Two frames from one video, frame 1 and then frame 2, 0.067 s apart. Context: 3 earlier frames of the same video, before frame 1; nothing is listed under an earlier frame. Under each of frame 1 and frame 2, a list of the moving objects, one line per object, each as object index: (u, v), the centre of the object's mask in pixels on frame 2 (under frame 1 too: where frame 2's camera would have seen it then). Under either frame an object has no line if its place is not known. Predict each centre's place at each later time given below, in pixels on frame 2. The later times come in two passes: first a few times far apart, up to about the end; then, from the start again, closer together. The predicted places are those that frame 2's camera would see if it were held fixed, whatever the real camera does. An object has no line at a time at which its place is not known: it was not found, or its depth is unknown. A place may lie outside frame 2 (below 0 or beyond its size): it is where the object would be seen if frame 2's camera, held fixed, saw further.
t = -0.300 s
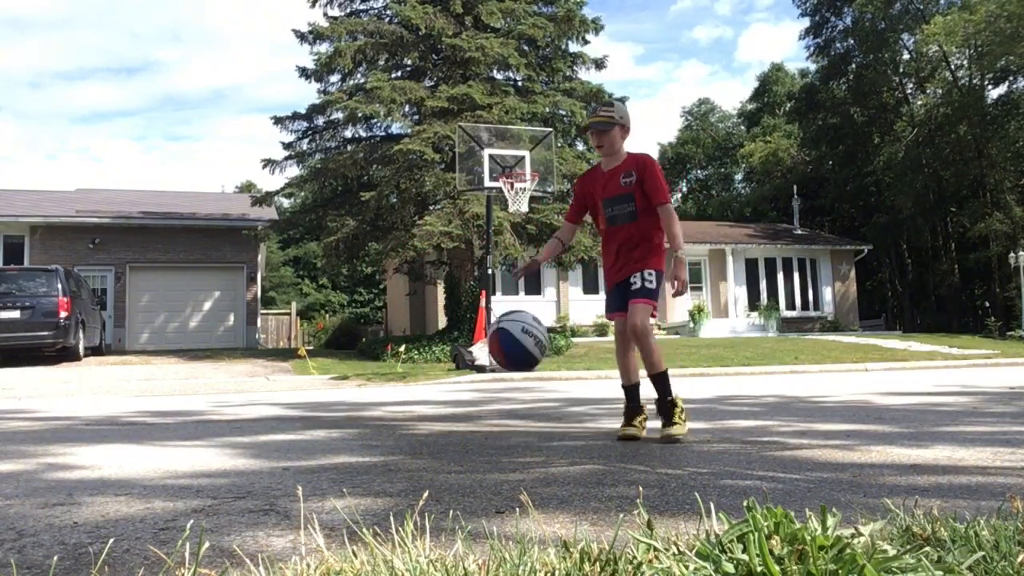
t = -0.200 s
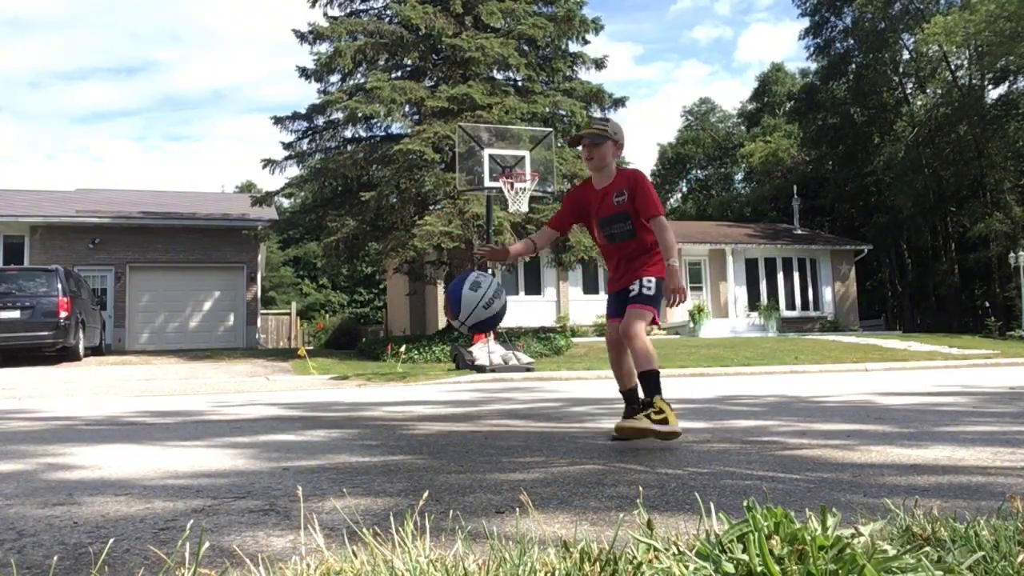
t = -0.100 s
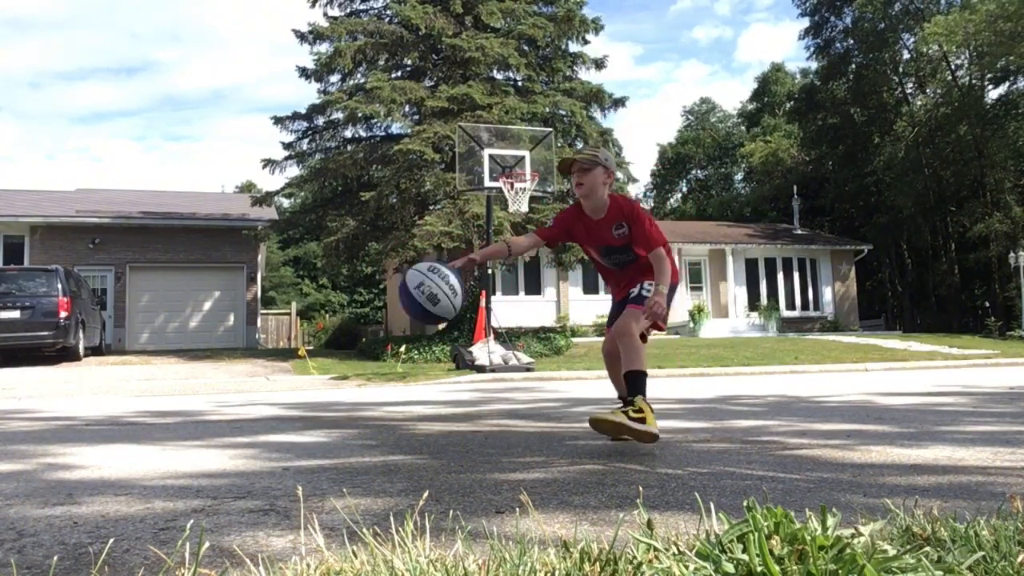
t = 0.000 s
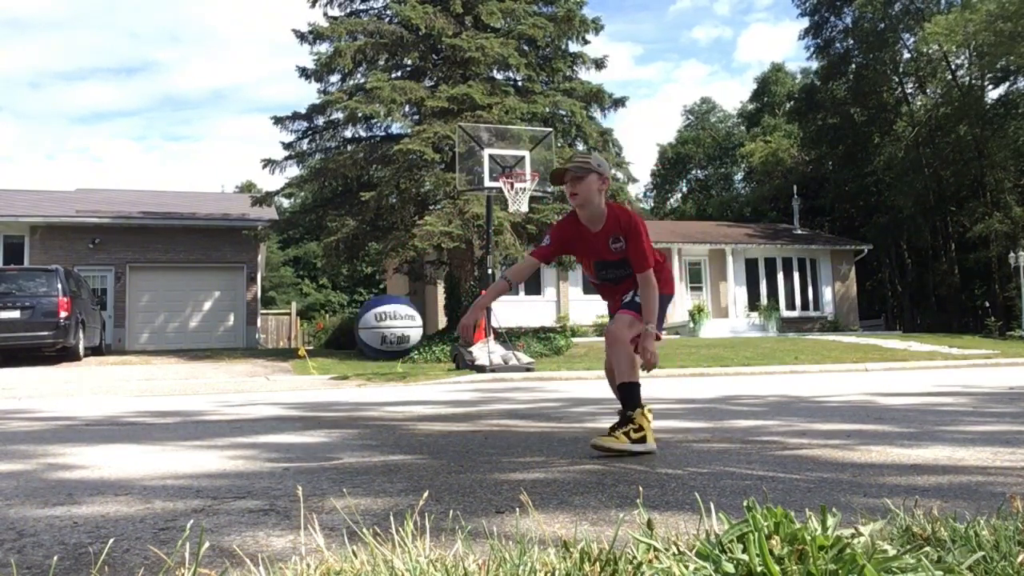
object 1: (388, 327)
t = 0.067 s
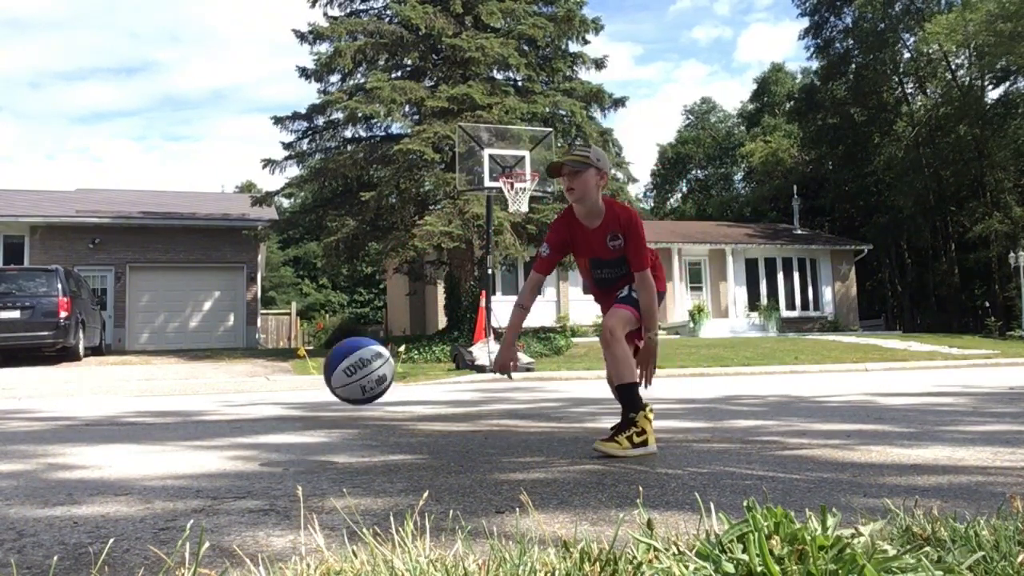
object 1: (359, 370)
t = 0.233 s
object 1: (288, 371)
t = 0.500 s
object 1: (173, 328)
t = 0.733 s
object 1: (57, 421)
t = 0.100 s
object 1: (343, 398)
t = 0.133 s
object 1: (327, 429)
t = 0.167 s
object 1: (314, 418)
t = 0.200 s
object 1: (301, 393)
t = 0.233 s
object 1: (288, 371)
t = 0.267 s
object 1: (274, 353)
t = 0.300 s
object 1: (261, 338)
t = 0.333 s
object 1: (247, 327)
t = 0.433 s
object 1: (203, 317)
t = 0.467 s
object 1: (188, 321)
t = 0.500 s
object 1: (173, 328)
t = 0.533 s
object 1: (158, 340)
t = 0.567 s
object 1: (142, 357)
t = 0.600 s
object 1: (125, 378)
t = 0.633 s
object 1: (108, 403)
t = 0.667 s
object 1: (92, 432)
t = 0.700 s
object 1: (74, 448)
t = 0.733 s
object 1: (57, 421)
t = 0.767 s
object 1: (42, 399)
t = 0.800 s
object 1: (32, 380)
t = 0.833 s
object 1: (23, 366)
